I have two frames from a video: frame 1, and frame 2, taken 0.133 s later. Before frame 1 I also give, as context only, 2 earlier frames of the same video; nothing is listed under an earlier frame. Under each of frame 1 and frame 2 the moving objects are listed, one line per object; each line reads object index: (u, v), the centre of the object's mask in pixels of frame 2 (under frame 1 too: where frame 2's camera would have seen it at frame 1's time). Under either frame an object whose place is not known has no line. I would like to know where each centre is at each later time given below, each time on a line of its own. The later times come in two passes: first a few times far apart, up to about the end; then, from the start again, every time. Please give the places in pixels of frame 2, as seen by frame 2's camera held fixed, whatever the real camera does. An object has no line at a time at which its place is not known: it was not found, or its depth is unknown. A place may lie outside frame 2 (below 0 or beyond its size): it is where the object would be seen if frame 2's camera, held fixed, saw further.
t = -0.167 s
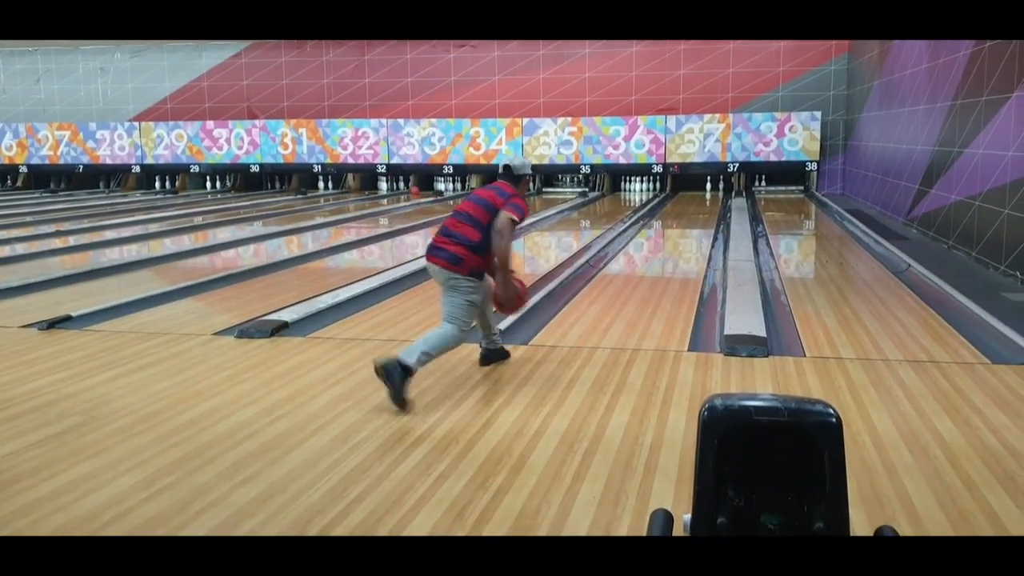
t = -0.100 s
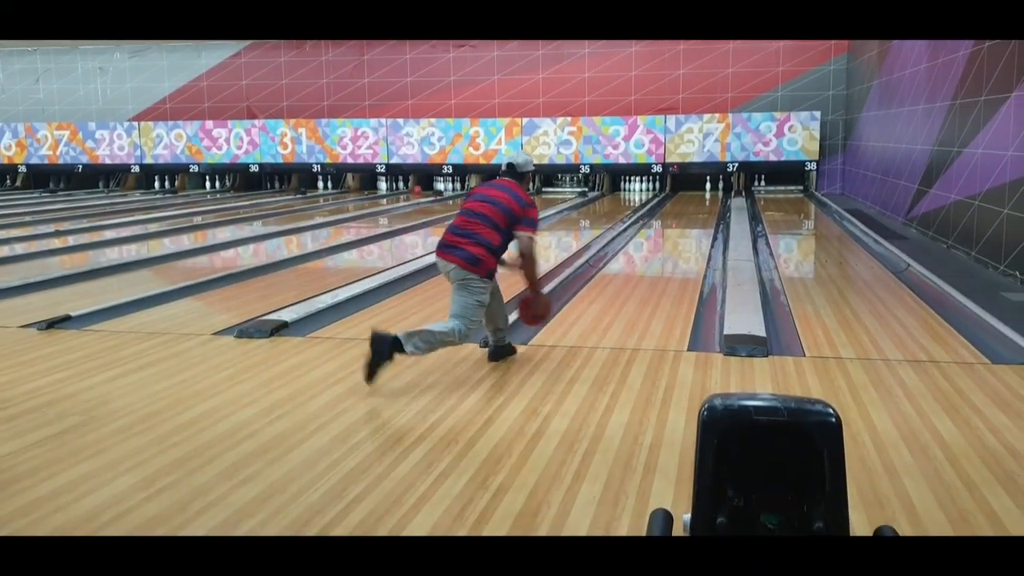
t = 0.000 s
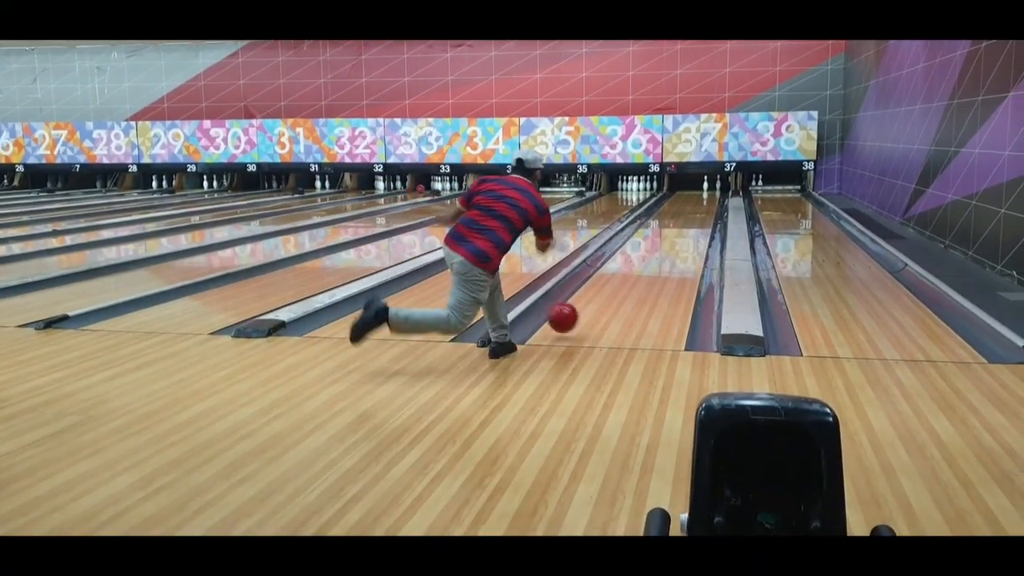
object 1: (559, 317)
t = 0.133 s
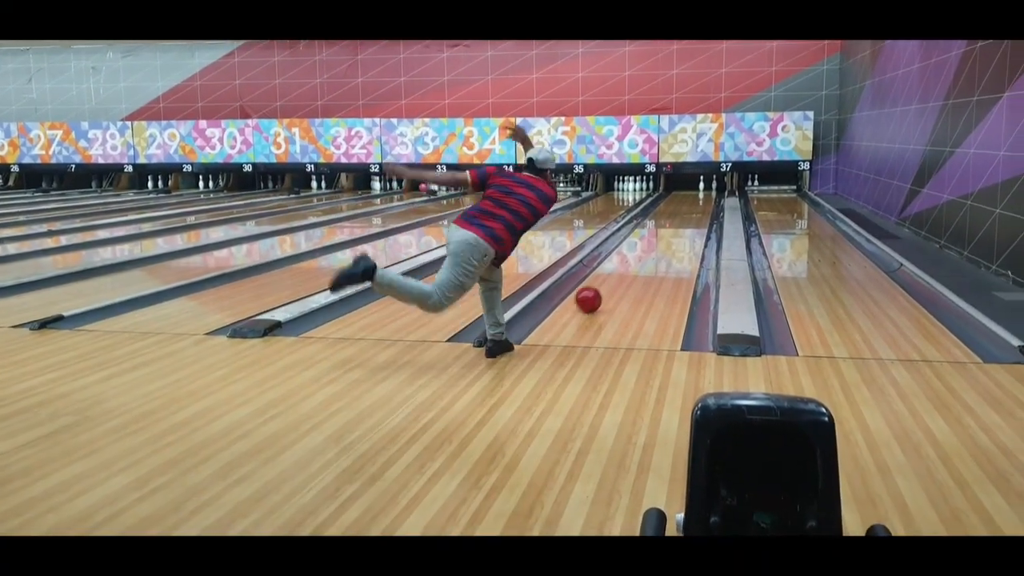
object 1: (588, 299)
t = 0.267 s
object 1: (611, 280)
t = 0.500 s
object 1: (639, 255)
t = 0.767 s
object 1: (660, 236)
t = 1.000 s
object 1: (673, 224)
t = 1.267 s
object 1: (684, 213)
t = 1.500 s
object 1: (692, 206)
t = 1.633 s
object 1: (695, 202)
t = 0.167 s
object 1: (595, 294)
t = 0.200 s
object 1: (600, 289)
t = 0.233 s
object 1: (606, 285)
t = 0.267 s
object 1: (611, 280)
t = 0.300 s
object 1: (616, 276)
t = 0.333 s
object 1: (620, 272)
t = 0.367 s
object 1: (624, 269)
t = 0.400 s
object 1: (628, 265)
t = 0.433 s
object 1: (632, 262)
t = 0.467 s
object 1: (636, 259)
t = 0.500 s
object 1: (639, 255)
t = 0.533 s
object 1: (642, 253)
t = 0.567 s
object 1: (645, 250)
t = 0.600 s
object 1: (648, 247)
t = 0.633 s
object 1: (650, 245)
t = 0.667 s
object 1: (653, 243)
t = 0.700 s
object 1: (656, 240)
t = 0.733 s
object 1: (658, 238)
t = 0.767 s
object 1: (660, 236)
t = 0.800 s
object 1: (662, 234)
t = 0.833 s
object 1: (664, 232)
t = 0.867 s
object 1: (666, 230)
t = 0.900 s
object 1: (668, 228)
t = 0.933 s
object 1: (670, 227)
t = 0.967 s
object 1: (672, 225)
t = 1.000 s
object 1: (673, 224)
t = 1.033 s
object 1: (675, 223)
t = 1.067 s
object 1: (676, 221)
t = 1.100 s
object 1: (678, 220)
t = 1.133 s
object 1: (680, 218)
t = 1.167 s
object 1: (681, 217)
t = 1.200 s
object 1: (682, 216)
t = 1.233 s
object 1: (683, 214)
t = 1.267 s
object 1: (684, 213)
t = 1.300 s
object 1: (685, 212)
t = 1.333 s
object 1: (687, 211)
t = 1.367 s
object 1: (688, 210)
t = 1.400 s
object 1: (689, 209)
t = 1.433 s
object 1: (690, 208)
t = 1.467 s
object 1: (691, 207)
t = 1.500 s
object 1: (692, 206)
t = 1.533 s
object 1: (692, 205)
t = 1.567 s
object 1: (693, 205)
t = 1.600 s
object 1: (694, 204)
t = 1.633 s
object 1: (695, 202)
